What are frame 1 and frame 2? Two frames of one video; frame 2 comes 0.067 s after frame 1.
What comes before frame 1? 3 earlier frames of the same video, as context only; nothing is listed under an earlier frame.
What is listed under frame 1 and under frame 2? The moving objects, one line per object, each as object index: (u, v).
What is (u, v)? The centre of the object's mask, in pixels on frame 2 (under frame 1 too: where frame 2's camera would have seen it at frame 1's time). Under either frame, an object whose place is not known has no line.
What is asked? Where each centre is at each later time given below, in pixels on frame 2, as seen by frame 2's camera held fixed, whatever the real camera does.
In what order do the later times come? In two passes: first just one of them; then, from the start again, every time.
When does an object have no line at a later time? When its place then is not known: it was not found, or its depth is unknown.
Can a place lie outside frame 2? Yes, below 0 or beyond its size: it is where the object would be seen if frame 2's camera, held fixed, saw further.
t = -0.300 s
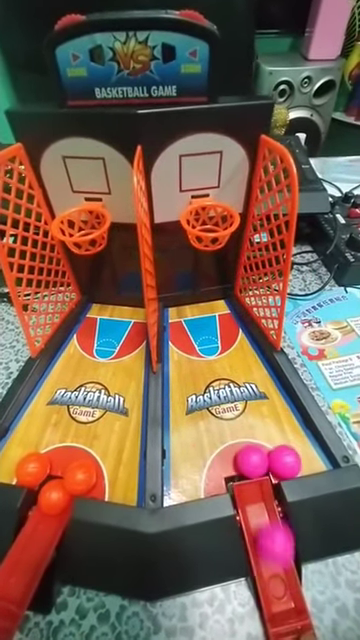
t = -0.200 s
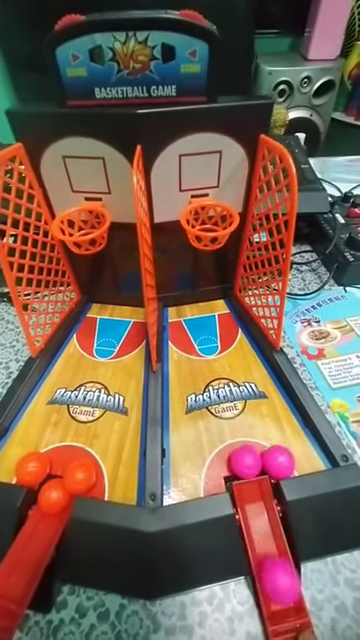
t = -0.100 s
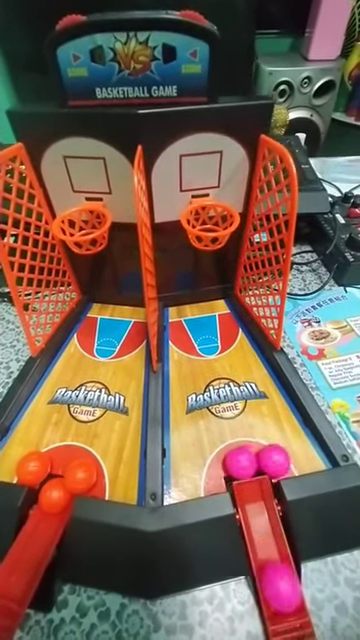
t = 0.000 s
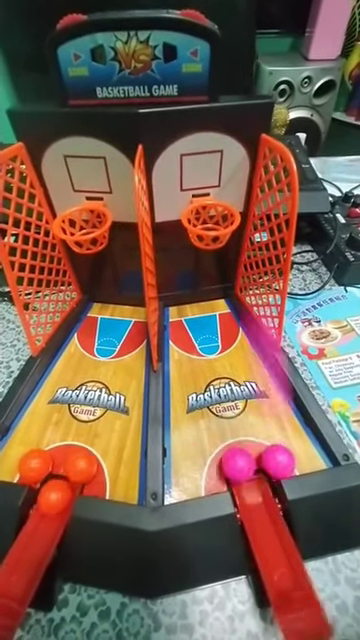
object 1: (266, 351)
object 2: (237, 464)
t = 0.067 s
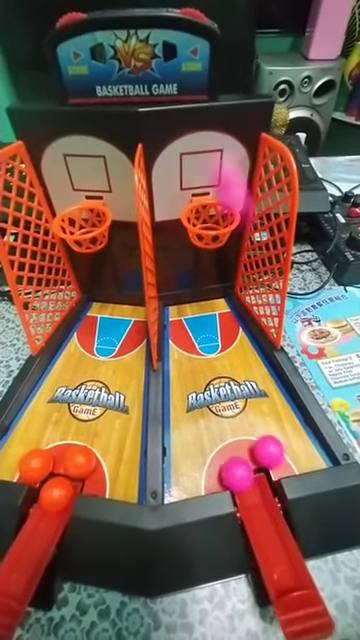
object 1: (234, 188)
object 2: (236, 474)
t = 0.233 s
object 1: (208, 220)
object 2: (257, 501)
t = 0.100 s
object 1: (225, 164)
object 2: (241, 478)
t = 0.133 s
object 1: (228, 172)
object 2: (247, 486)
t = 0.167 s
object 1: (228, 197)
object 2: (256, 494)
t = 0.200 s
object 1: (217, 213)
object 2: (259, 500)
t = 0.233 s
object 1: (208, 220)
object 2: (257, 501)
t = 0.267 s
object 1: (212, 221)
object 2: (256, 496)
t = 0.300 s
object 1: (208, 222)
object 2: (254, 492)
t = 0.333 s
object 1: (210, 222)
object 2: (252, 491)
